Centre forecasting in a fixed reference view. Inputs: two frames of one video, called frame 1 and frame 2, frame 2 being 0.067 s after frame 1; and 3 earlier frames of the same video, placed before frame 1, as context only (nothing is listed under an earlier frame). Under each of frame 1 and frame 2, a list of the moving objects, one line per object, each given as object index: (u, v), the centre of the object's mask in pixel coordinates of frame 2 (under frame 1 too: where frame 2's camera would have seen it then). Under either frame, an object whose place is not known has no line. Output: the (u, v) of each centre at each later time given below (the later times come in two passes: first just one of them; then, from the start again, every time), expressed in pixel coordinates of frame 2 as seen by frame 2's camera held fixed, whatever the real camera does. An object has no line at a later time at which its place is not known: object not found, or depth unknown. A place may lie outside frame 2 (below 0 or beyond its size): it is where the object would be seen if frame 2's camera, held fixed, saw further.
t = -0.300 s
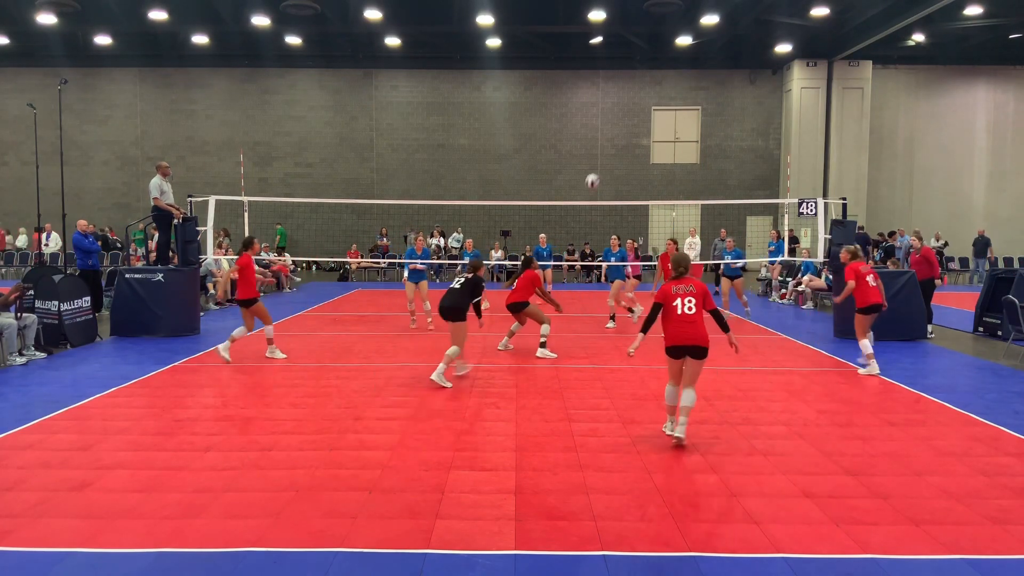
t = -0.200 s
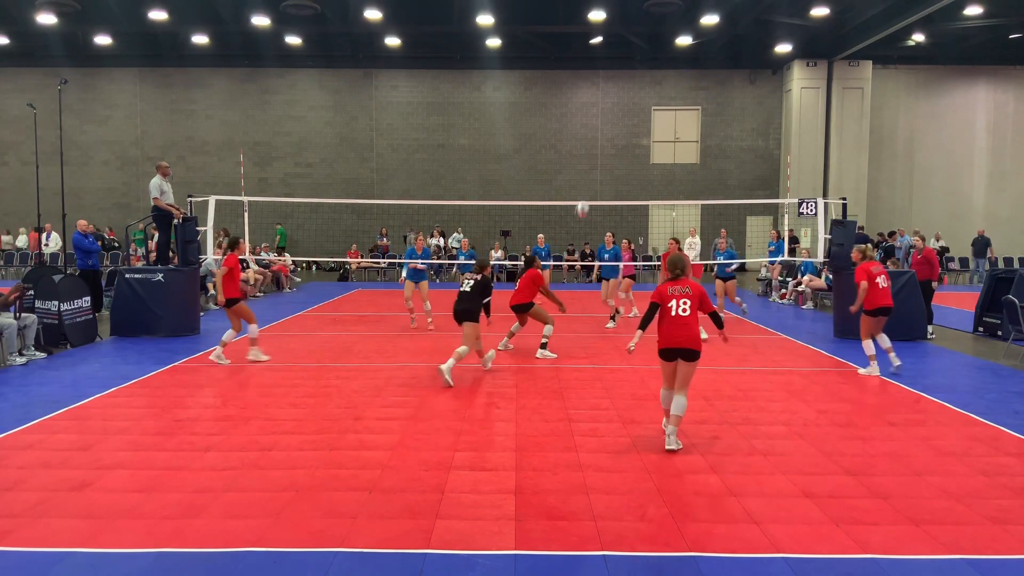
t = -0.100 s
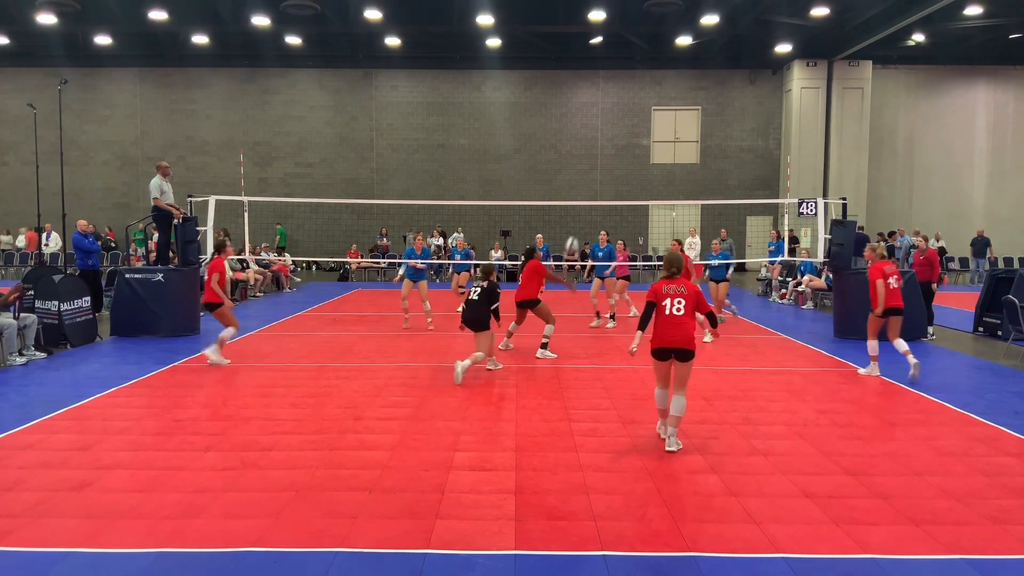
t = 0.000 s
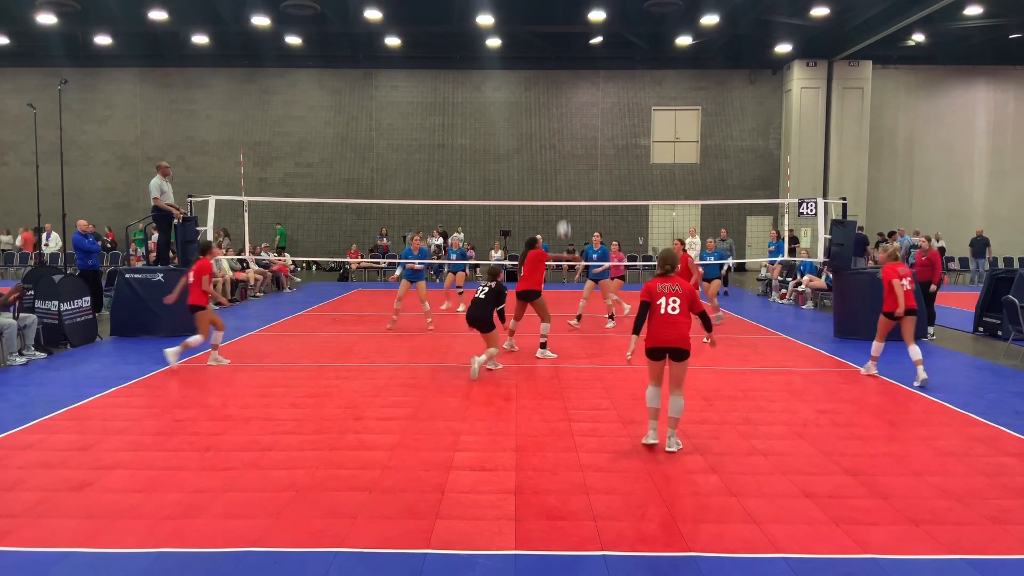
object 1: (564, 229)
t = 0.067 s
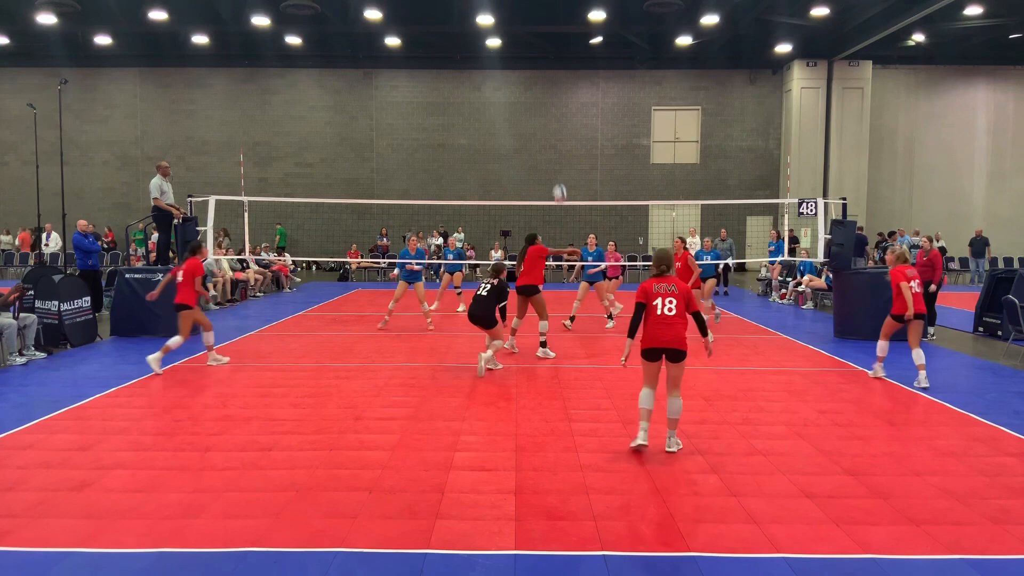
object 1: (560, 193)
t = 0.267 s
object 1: (549, 106)
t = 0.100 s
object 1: (558, 177)
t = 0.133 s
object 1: (556, 161)
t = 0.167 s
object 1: (554, 146)
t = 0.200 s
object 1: (553, 132)
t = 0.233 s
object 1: (551, 119)
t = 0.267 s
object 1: (549, 106)
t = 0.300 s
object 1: (547, 95)
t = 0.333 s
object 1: (545, 85)
